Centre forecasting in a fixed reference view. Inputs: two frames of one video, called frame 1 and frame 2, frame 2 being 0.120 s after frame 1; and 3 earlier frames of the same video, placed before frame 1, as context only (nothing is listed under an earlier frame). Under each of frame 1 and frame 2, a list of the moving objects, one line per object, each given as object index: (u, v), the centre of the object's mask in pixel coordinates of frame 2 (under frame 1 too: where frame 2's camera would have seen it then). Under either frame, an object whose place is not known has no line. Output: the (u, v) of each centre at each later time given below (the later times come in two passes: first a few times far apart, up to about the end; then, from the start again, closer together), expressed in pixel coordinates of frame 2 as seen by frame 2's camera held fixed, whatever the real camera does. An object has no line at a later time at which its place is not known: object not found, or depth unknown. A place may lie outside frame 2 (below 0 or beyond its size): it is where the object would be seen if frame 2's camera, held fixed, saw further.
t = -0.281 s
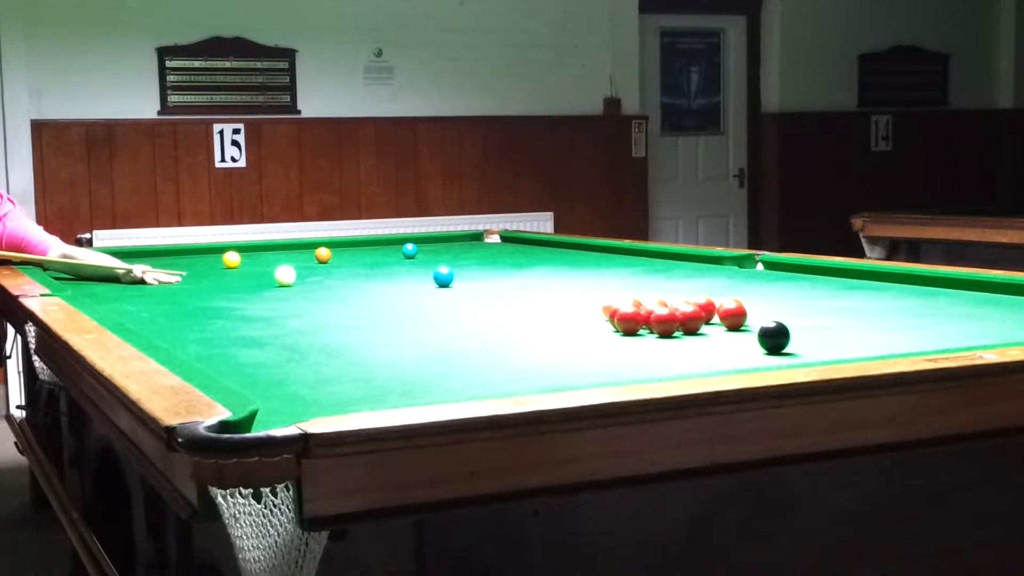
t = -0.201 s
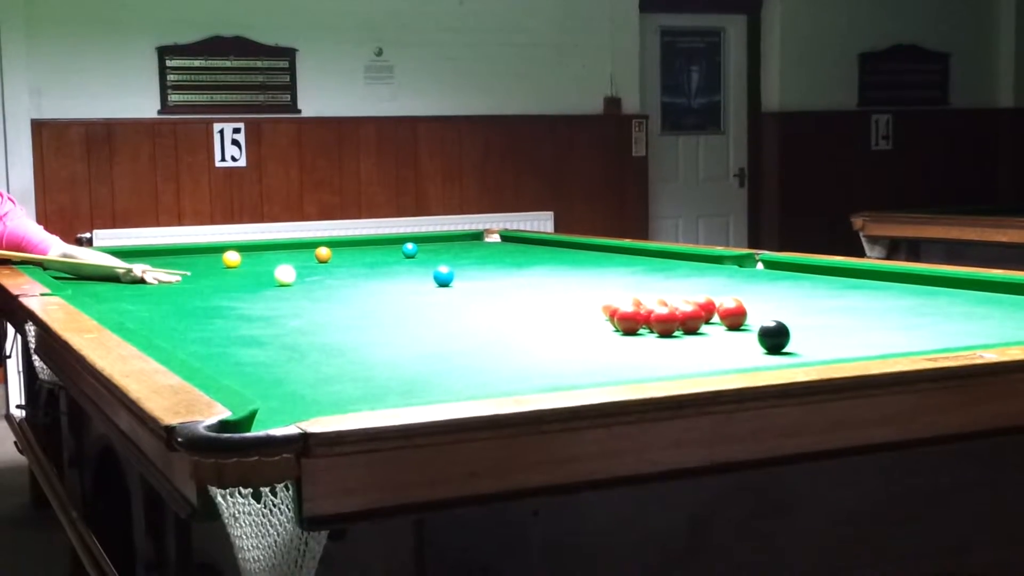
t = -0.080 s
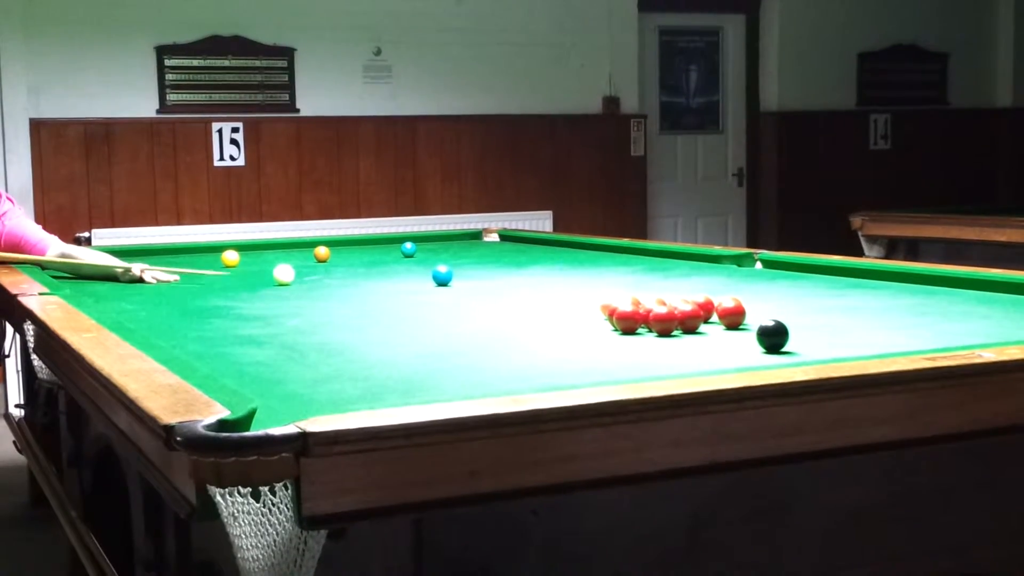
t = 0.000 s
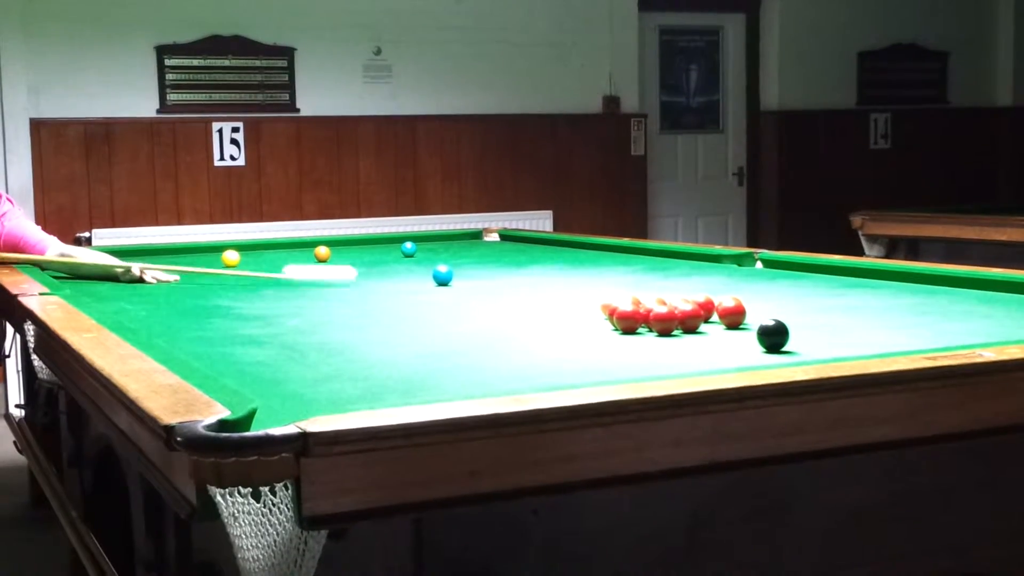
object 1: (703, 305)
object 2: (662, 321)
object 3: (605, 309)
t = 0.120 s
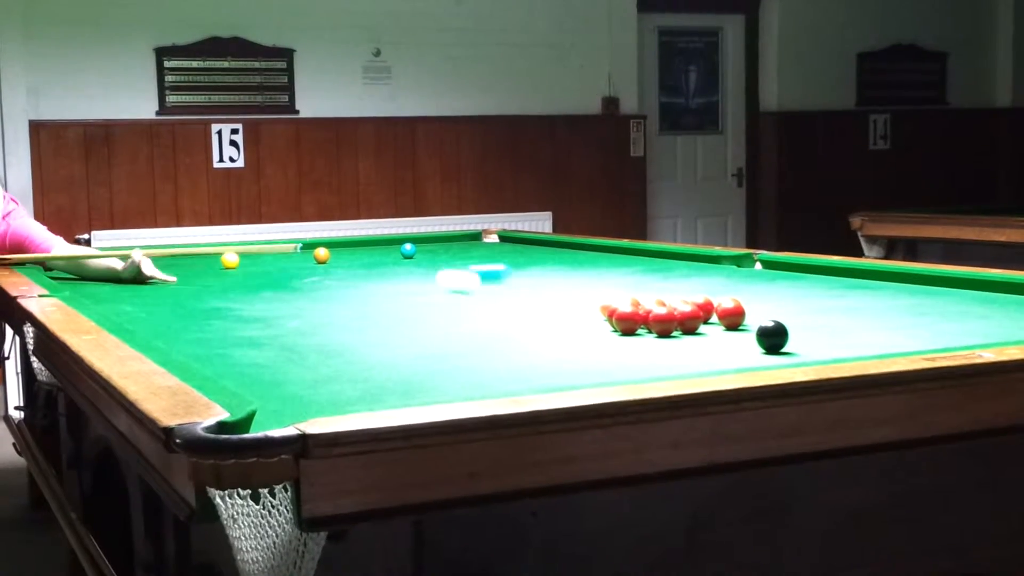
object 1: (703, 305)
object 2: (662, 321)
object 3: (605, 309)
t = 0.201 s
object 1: (703, 305)
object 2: (662, 321)
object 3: (605, 309)
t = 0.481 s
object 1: (709, 307)
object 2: (663, 322)
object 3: (606, 309)
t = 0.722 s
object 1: (743, 300)
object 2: (679, 328)
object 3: (596, 308)
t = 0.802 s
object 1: (750, 301)
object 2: (684, 329)
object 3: (590, 308)
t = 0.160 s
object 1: (703, 305)
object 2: (662, 321)
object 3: (605, 309)
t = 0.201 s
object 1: (703, 305)
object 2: (662, 321)
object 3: (605, 309)
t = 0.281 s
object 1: (703, 305)
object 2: (662, 321)
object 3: (605, 309)
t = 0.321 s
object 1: (703, 305)
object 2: (662, 321)
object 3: (605, 309)
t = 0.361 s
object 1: (703, 305)
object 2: (662, 321)
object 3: (605, 309)
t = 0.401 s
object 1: (704, 305)
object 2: (662, 321)
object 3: (605, 309)
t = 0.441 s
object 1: (705, 306)
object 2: (662, 321)
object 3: (605, 309)
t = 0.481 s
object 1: (709, 307)
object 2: (663, 322)
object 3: (606, 309)
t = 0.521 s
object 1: (713, 305)
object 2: (666, 323)
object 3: (605, 310)
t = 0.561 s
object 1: (717, 302)
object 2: (669, 323)
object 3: (604, 310)
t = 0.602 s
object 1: (723, 299)
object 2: (672, 324)
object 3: (603, 308)
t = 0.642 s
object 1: (729, 298)
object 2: (674, 325)
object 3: (601, 308)
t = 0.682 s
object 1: (737, 298)
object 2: (677, 326)
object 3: (598, 307)
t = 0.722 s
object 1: (743, 300)
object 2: (679, 328)
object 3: (596, 308)
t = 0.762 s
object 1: (747, 302)
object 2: (681, 329)
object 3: (593, 308)
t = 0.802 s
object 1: (750, 301)
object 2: (684, 329)
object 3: (590, 308)
